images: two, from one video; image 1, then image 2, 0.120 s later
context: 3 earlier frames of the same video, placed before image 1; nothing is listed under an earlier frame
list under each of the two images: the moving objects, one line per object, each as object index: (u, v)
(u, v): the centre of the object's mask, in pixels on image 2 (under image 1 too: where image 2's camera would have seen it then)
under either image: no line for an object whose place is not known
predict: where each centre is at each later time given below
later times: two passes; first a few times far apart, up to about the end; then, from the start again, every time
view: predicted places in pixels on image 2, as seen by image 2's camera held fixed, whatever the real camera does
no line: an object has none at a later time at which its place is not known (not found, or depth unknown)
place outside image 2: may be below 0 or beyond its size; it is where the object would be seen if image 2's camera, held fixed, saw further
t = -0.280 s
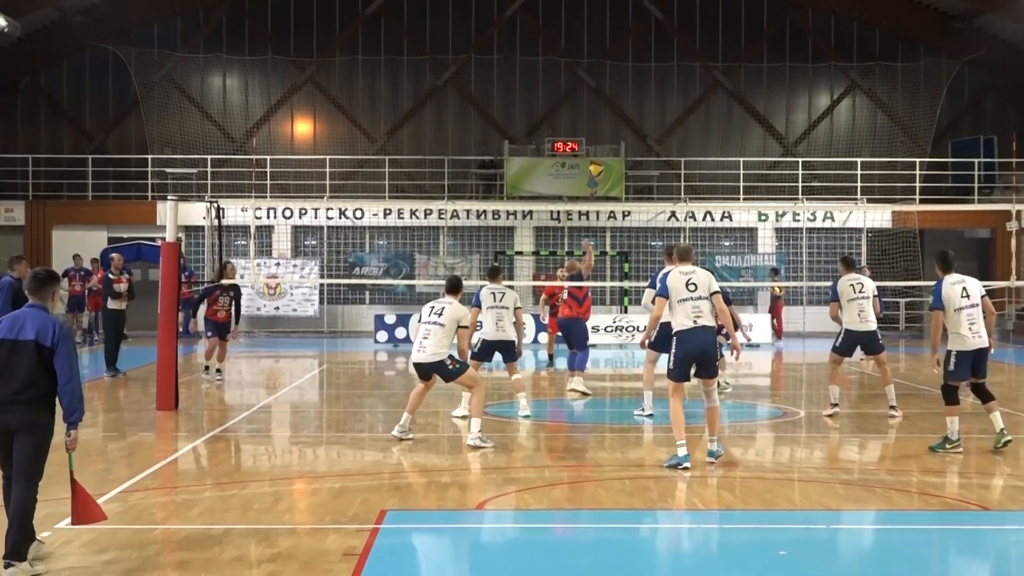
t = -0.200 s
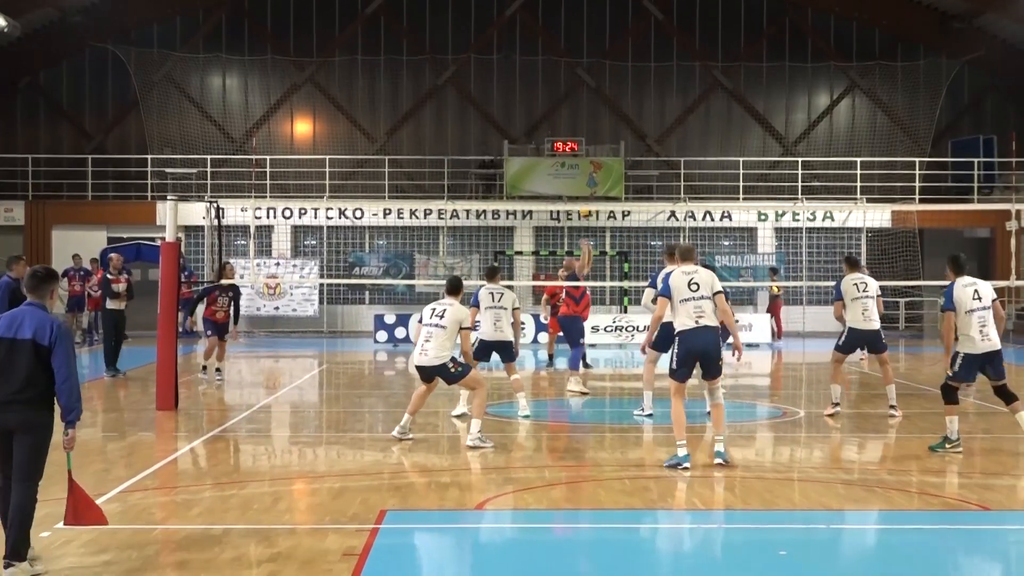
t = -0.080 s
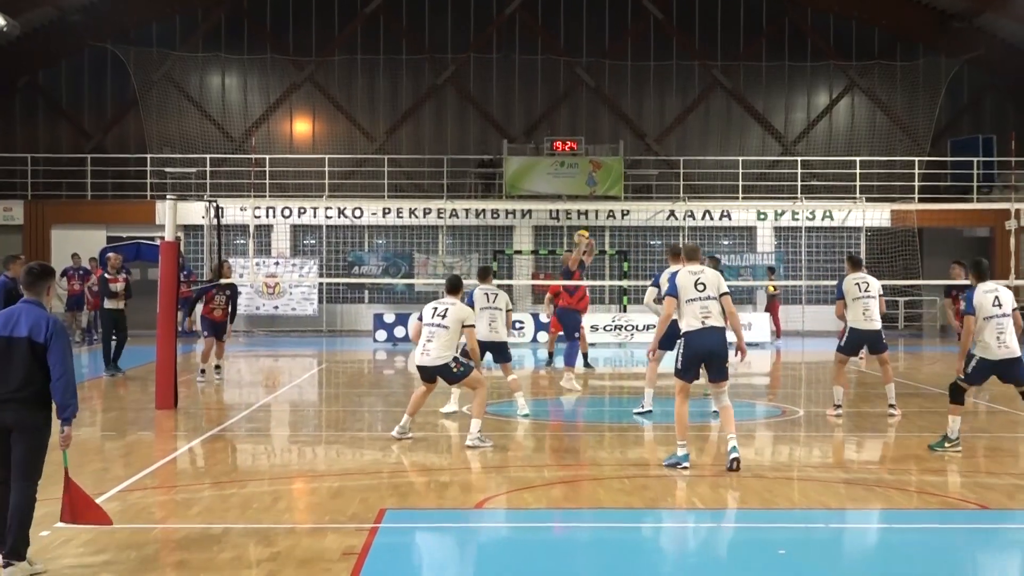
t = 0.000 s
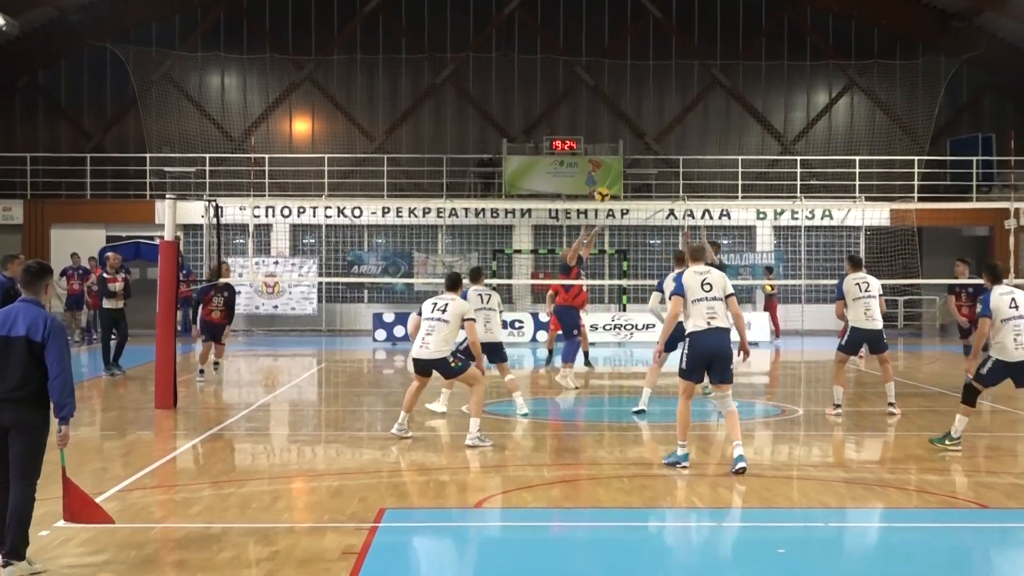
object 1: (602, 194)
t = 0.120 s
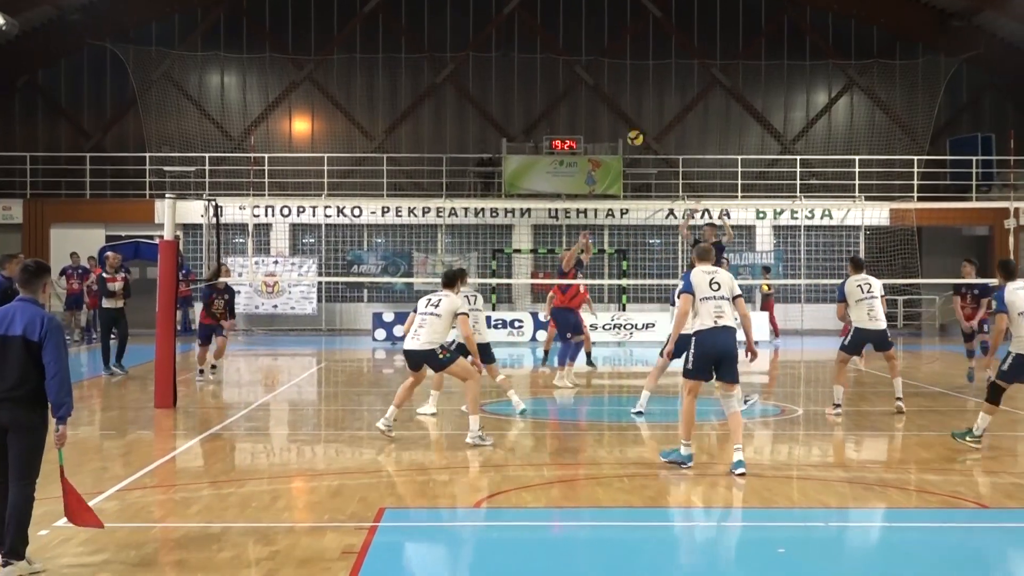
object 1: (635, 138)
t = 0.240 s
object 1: (668, 93)
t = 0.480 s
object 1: (732, 34)
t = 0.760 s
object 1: (806, 18)
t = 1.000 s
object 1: (871, 52)
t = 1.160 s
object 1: (913, 100)
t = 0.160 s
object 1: (646, 122)
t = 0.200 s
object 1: (657, 107)
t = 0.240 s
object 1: (668, 93)
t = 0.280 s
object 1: (678, 80)
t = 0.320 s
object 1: (690, 69)
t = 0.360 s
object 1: (700, 58)
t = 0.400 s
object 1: (710, 49)
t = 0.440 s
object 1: (721, 41)
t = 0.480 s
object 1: (732, 34)
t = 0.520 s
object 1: (742, 28)
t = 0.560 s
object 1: (753, 23)
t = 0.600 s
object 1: (763, 19)
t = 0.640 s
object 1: (774, 17)
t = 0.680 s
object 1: (785, 16)
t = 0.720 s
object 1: (796, 16)
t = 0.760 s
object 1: (806, 18)
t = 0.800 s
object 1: (817, 20)
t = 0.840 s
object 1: (828, 24)
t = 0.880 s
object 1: (839, 29)
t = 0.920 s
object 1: (849, 36)
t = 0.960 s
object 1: (860, 43)
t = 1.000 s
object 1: (871, 52)
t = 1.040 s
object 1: (882, 62)
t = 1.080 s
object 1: (892, 74)
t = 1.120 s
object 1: (903, 86)
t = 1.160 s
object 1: (913, 100)
